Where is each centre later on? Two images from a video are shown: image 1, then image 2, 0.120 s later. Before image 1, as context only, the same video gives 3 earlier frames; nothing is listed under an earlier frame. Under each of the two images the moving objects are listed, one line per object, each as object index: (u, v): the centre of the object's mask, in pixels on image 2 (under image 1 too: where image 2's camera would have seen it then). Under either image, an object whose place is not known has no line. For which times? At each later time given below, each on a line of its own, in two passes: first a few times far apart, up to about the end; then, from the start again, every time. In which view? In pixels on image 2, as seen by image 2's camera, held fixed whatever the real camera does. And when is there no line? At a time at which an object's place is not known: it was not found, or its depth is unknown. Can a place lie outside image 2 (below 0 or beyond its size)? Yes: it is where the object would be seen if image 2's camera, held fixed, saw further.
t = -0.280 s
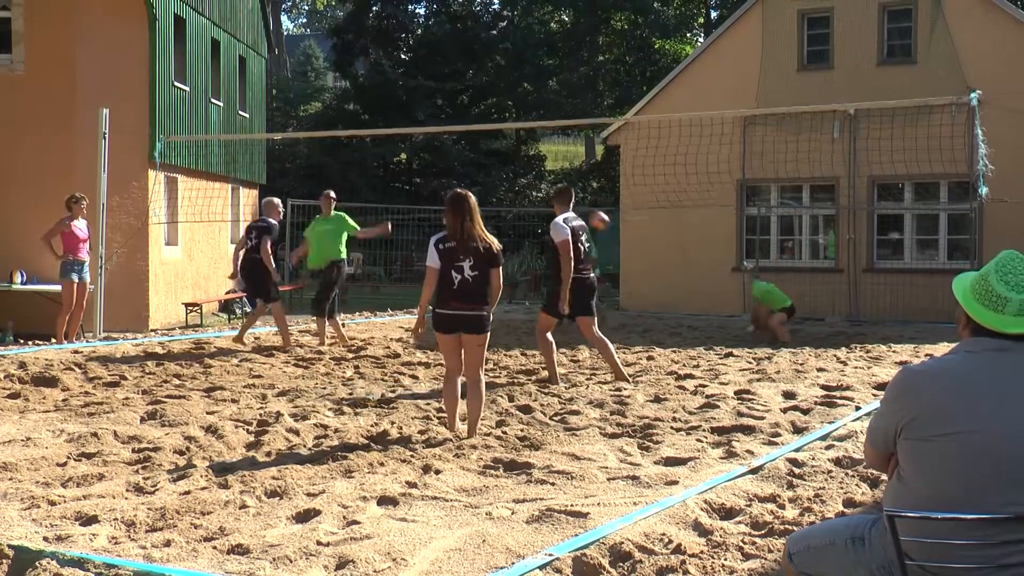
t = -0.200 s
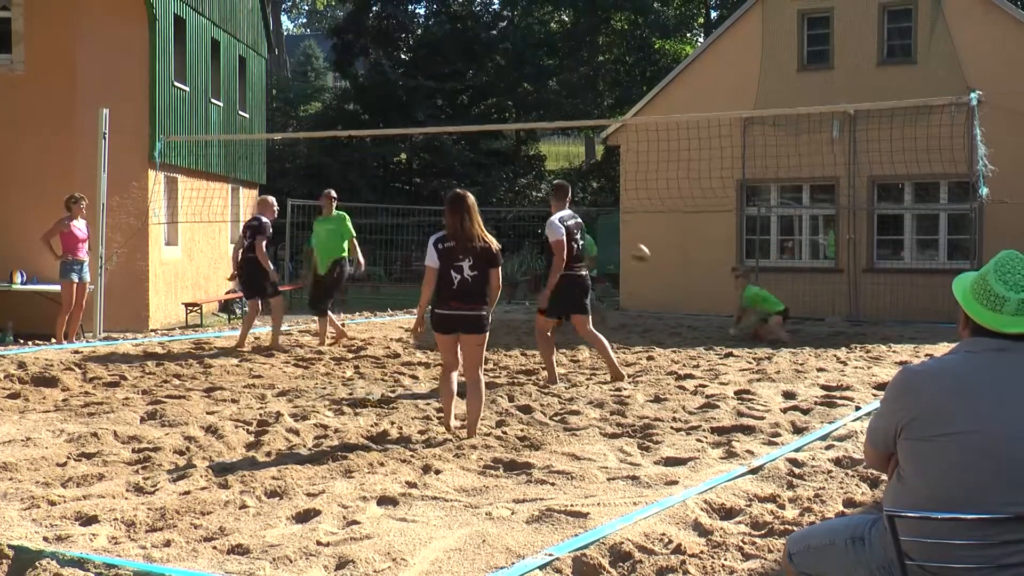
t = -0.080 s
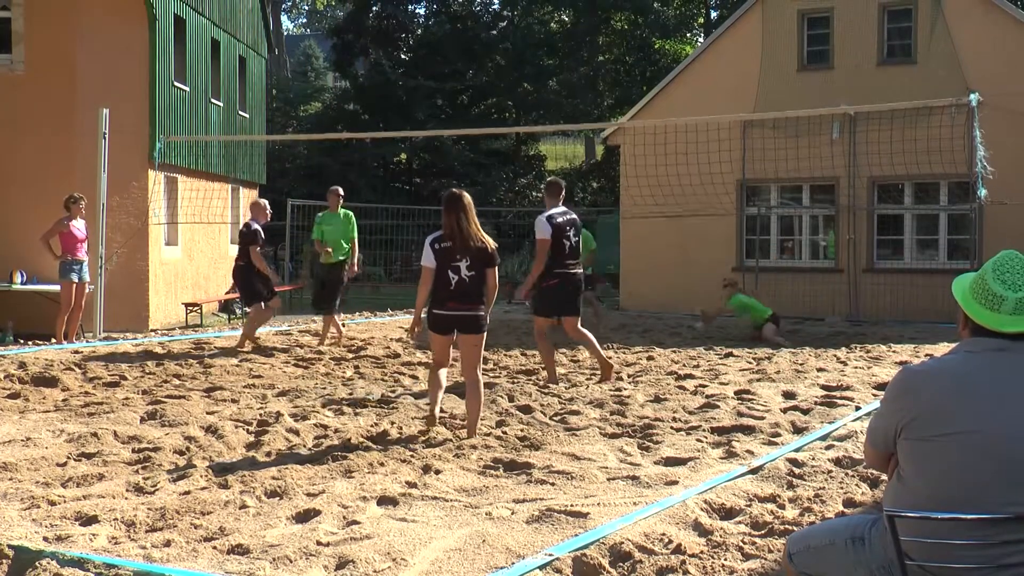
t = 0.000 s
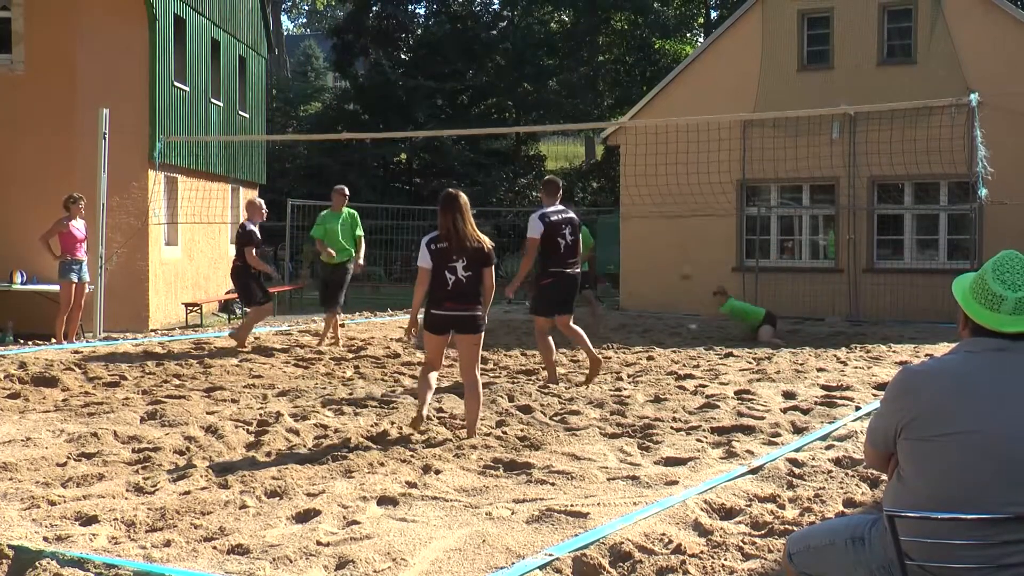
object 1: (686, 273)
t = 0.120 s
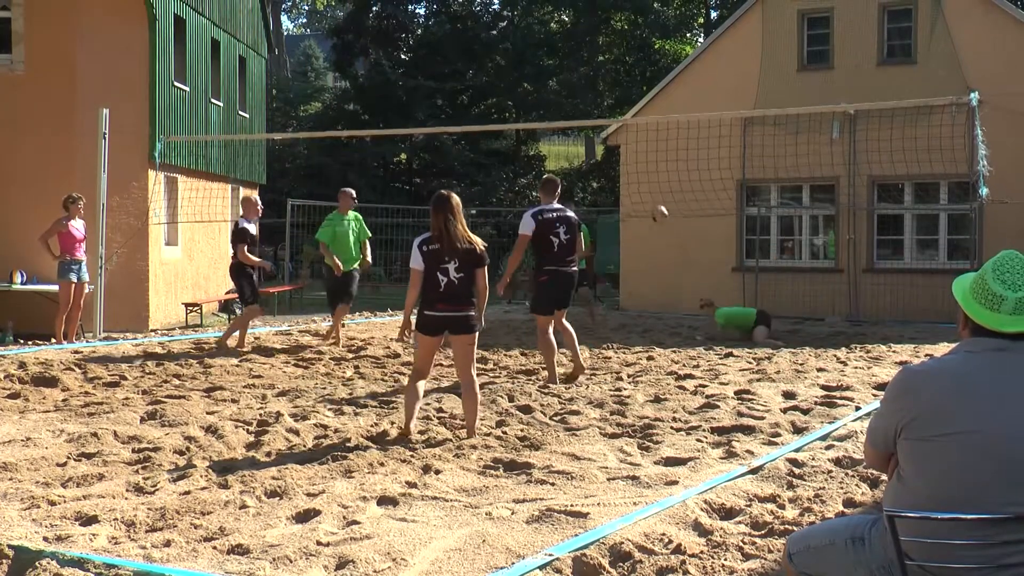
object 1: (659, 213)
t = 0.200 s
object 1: (644, 178)
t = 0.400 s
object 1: (598, 115)
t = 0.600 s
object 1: (556, 83)
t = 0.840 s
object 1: (503, 84)
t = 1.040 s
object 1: (458, 120)
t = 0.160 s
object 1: (650, 196)
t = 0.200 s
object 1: (644, 178)
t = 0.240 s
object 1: (636, 162)
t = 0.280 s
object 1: (624, 151)
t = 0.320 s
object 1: (616, 138)
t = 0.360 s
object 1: (607, 131)
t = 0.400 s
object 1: (598, 115)
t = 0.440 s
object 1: (590, 107)
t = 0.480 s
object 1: (581, 98)
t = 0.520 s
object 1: (573, 92)
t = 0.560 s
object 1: (564, 86)
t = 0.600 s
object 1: (556, 83)
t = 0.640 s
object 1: (547, 79)
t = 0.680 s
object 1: (538, 77)
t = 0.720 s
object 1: (529, 77)
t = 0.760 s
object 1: (521, 77)
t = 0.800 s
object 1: (512, 80)
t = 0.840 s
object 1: (503, 84)
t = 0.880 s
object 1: (494, 88)
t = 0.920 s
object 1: (485, 94)
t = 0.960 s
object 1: (476, 102)
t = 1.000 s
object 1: (467, 110)
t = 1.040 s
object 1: (458, 120)
